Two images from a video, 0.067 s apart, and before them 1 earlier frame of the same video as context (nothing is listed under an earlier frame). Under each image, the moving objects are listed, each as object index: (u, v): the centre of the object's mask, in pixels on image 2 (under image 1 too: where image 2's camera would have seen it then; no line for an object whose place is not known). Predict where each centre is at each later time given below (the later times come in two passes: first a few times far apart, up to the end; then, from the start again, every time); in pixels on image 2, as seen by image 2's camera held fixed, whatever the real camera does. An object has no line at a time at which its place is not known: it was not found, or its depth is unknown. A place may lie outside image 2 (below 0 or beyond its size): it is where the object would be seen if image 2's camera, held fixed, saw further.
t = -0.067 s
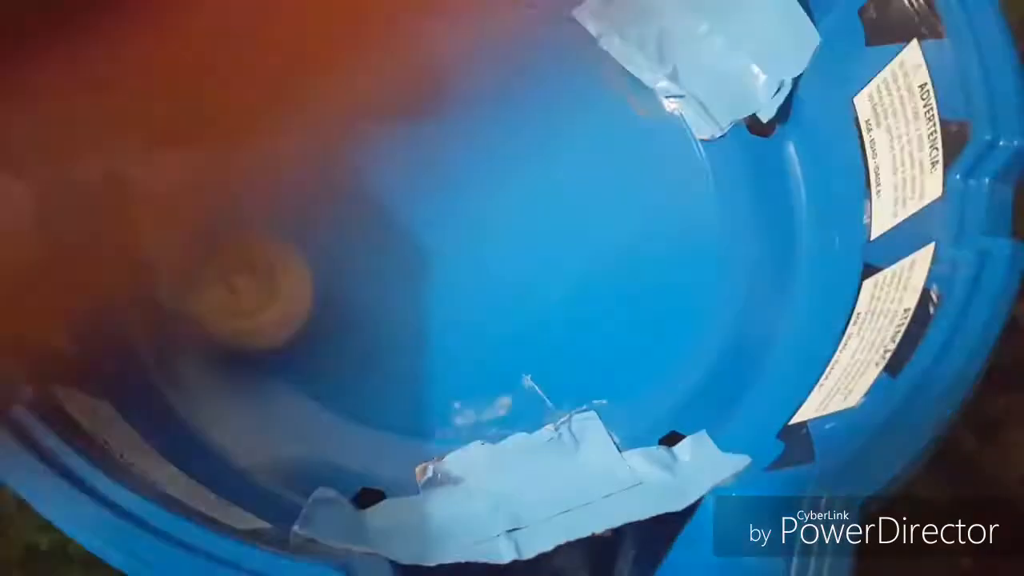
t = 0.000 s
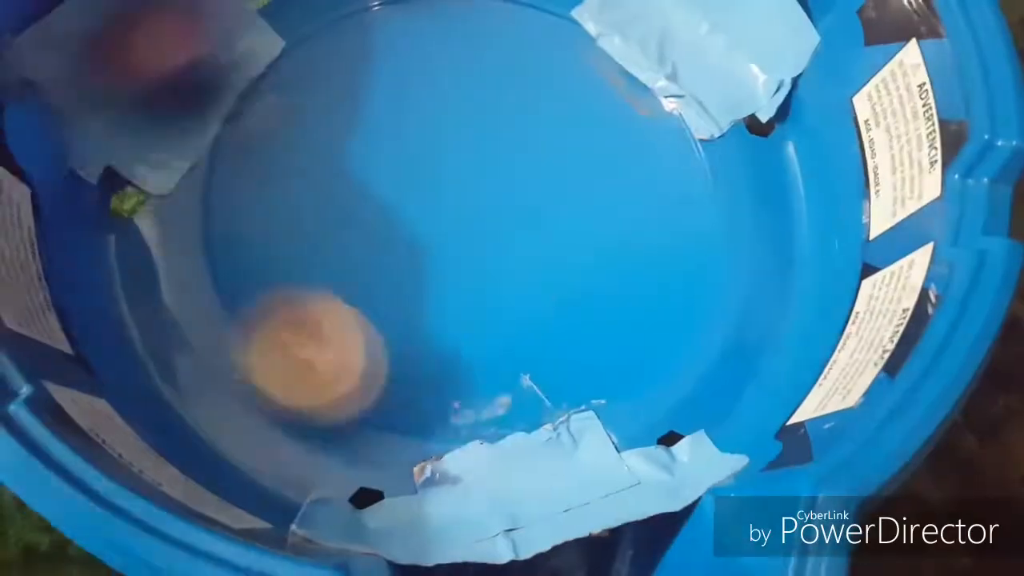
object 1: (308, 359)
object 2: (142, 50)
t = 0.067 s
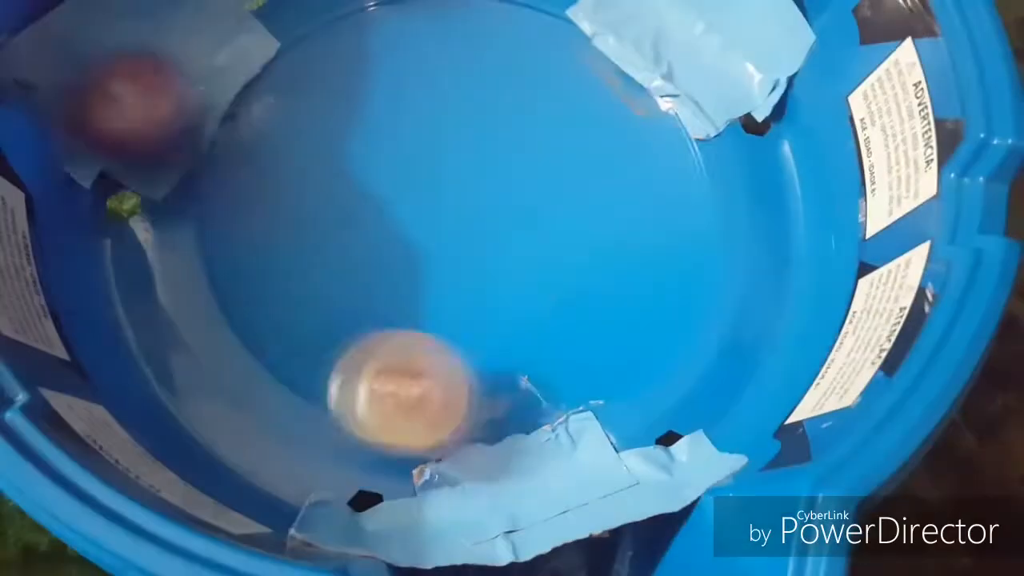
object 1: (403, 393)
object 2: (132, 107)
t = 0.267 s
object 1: (621, 281)
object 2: (269, 237)
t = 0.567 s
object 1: (527, 30)
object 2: (515, 326)
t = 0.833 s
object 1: (266, 75)
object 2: (581, 156)
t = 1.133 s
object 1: (426, 334)
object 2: (392, 77)
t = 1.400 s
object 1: (664, 212)
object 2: (359, 235)
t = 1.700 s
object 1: (519, 30)
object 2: (558, 219)
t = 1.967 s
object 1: (297, 135)
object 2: (503, 92)
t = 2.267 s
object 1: (455, 374)
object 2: (380, 194)
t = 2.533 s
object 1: (653, 229)
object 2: (518, 263)
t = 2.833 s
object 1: (490, 30)
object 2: (482, 175)
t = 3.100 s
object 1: (261, 110)
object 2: (375, 232)
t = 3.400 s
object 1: (427, 348)
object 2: (482, 234)
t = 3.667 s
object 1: (651, 220)
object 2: (456, 116)
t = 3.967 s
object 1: (526, 32)
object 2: (373, 154)
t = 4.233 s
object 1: (301, 97)
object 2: (496, 203)
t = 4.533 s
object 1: (398, 344)
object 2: (523, 124)
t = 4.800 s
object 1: (634, 268)
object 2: (439, 180)
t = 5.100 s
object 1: (548, 59)
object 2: (499, 263)
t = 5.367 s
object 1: (318, 75)
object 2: (509, 190)
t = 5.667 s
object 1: (341, 315)
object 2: (392, 166)
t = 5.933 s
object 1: (588, 283)
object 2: (395, 227)
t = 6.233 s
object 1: (578, 71)
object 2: (496, 179)
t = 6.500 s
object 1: (369, 47)
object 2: (479, 111)
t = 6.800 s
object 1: (327, 271)
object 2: (427, 168)
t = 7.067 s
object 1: (570, 383)
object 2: (481, 188)
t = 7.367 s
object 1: (628, 209)
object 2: (500, 75)
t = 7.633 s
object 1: (427, 229)
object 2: (480, 50)
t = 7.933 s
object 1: (301, 314)
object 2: (459, 159)
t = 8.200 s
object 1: (360, 314)
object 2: (470, 201)
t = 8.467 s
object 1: (377, 231)
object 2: (478, 154)
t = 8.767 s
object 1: (264, 155)
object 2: (536, 125)
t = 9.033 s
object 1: (369, 165)
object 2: (551, 152)
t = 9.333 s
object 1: (468, 71)
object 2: (533, 214)
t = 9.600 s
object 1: (460, 59)
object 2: (482, 212)
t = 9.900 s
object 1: (496, 90)
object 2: (431, 195)
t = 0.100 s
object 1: (452, 394)
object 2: (157, 129)
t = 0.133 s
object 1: (496, 383)
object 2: (177, 136)
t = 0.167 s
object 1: (539, 364)
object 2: (203, 154)
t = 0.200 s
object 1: (574, 339)
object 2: (227, 179)
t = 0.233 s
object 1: (599, 313)
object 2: (253, 206)
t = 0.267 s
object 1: (621, 281)
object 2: (269, 237)
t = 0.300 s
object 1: (637, 245)
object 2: (287, 268)
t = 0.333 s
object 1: (644, 209)
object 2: (307, 294)
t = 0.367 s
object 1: (644, 179)
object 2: (332, 314)
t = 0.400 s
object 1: (636, 146)
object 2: (362, 330)
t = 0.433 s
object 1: (622, 116)
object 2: (391, 341)
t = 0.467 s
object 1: (604, 86)
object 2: (425, 346)
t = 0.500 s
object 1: (584, 62)
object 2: (456, 343)
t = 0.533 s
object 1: (557, 42)
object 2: (488, 338)
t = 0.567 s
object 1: (527, 30)
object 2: (515, 326)
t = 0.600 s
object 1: (496, 23)
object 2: (540, 310)
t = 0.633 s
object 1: (462, 19)
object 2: (561, 291)
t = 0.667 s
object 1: (426, 16)
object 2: (577, 271)
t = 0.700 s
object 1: (385, 17)
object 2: (587, 248)
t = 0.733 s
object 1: (346, 23)
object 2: (593, 224)
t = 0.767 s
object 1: (313, 33)
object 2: (593, 200)
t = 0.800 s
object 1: (287, 48)
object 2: (589, 178)
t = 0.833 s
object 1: (266, 75)
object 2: (581, 156)
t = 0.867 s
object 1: (253, 111)
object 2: (568, 136)
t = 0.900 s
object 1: (249, 140)
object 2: (552, 117)
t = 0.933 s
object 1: (250, 177)
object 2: (533, 101)
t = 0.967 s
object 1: (261, 219)
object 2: (512, 88)
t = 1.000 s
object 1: (281, 253)
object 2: (489, 77)
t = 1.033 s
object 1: (309, 281)
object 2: (465, 71)
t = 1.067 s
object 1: (345, 306)
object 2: (440, 69)
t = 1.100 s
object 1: (384, 325)
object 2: (414, 71)
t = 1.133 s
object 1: (426, 334)
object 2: (392, 77)
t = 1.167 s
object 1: (466, 334)
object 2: (370, 88)
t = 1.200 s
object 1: (507, 329)
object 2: (352, 104)
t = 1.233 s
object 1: (541, 322)
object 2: (339, 123)
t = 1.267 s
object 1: (576, 307)
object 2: (331, 144)
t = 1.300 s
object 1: (607, 287)
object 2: (329, 168)
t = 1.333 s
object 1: (632, 265)
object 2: (334, 193)
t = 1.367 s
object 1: (650, 241)
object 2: (344, 215)
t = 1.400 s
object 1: (664, 212)
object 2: (359, 235)
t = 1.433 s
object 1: (669, 185)
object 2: (380, 252)
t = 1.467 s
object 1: (669, 158)
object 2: (403, 263)
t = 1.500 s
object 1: (662, 130)
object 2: (429, 270)
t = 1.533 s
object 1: (651, 103)
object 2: (455, 271)
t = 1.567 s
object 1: (633, 80)
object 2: (481, 268)
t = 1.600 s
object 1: (611, 58)
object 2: (506, 261)
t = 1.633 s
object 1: (582, 42)
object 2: (527, 250)
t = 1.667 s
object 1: (553, 34)
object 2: (544, 236)
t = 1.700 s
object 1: (519, 30)
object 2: (558, 219)
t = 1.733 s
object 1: (483, 28)
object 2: (567, 200)
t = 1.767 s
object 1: (448, 29)
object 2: (571, 181)
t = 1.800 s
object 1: (417, 33)
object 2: (571, 162)
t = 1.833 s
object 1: (384, 42)
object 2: (565, 145)
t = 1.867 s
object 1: (355, 58)
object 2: (555, 126)
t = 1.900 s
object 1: (330, 83)
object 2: (541, 112)
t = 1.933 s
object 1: (313, 104)
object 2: (524, 99)
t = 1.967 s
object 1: (297, 135)
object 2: (503, 92)
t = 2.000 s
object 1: (288, 172)
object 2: (482, 87)
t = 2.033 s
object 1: (290, 212)
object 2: (460, 88)
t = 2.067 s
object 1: (296, 248)
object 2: (439, 93)
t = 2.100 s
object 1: (308, 275)
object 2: (419, 102)
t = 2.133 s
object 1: (327, 305)
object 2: (403, 116)
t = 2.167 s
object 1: (353, 333)
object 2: (390, 134)
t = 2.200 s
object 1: (385, 355)
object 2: (381, 153)
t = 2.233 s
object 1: (418, 367)
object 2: (379, 173)
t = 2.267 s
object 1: (455, 374)
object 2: (380, 194)
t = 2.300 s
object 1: (494, 375)
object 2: (387, 215)
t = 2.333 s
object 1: (529, 366)
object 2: (398, 234)
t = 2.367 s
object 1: (564, 352)
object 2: (414, 250)
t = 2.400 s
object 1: (589, 337)
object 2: (433, 261)
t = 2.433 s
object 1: (616, 313)
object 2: (453, 268)
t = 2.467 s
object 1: (634, 290)
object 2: (477, 272)
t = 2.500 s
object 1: (647, 261)
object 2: (499, 269)
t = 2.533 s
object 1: (653, 229)
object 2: (518, 263)
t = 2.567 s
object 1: (653, 204)
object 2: (536, 253)
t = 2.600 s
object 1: (645, 170)
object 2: (548, 240)
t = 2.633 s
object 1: (635, 144)
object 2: (552, 228)
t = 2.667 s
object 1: (622, 116)
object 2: (549, 218)
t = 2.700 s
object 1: (601, 89)
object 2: (541, 206)
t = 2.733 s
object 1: (579, 67)
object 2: (531, 195)
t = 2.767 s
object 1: (550, 47)
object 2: (517, 186)
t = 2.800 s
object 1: (524, 38)
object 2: (499, 179)
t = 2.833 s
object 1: (490, 30)
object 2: (482, 175)
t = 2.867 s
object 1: (456, 26)
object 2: (464, 174)
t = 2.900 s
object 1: (422, 25)
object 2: (445, 176)
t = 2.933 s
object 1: (385, 29)
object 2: (427, 180)
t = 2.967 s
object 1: (355, 32)
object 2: (410, 186)
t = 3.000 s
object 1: (324, 41)
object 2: (397, 196)
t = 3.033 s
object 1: (297, 57)
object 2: (386, 206)
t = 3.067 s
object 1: (278, 76)
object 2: (378, 219)
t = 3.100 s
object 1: (261, 110)
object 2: (375, 232)
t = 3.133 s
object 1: (251, 146)
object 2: (376, 245)
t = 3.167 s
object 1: (247, 177)
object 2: (382, 258)
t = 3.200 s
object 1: (252, 215)
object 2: (392, 267)
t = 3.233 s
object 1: (268, 250)
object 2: (407, 273)
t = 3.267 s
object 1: (289, 281)
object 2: (424, 274)
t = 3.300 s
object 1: (318, 305)
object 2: (441, 270)
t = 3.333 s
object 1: (349, 329)
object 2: (456, 261)
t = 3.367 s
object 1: (389, 344)
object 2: (471, 249)
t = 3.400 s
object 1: (427, 348)
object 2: (482, 234)
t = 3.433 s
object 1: (466, 351)
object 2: (489, 219)
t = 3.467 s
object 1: (504, 343)
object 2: (493, 202)
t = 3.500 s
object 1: (538, 333)
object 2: (493, 186)
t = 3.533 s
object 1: (571, 316)
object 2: (491, 169)
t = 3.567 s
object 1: (597, 298)
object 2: (486, 153)
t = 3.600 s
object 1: (622, 273)
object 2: (478, 139)
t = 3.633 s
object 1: (639, 249)
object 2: (468, 127)
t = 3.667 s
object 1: (651, 220)
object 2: (456, 116)
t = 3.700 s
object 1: (656, 195)
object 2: (444, 108)
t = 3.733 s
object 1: (655, 165)
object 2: (432, 102)
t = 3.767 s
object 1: (650, 139)
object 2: (416, 100)
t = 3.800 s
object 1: (639, 113)
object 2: (402, 100)
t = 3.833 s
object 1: (624, 89)
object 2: (390, 105)
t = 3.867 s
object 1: (604, 68)
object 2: (379, 113)
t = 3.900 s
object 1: (579, 49)
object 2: (372, 125)
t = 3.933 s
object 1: (554, 39)
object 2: (370, 139)
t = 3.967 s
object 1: (526, 32)
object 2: (373, 154)
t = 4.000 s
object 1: (494, 28)
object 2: (379, 167)
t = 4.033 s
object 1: (461, 26)
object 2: (392, 181)
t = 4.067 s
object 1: (430, 28)
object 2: (407, 193)
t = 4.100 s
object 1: (396, 33)
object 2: (423, 201)
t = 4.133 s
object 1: (369, 39)
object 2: (442, 206)
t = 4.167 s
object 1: (341, 52)
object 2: (461, 208)
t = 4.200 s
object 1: (321, 70)
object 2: (479, 207)
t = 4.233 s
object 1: (301, 97)
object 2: (496, 203)
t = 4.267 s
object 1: (286, 125)
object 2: (511, 198)
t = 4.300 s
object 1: (278, 153)
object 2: (524, 190)
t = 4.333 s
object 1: (277, 190)
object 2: (534, 180)
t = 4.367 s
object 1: (283, 220)
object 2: (541, 169)
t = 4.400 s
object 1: (295, 256)
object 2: (544, 159)
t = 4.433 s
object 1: (314, 287)
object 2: (545, 148)
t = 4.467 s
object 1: (337, 308)
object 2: (541, 137)
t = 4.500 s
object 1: (366, 332)
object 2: (534, 130)
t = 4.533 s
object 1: (398, 344)
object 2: (523, 124)
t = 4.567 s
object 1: (434, 355)
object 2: (510, 121)
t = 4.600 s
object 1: (470, 357)
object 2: (497, 122)
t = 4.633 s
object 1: (506, 355)
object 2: (483, 125)
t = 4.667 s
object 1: (540, 344)
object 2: (471, 133)
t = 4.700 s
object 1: (568, 332)
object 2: (459, 142)
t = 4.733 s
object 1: (595, 312)
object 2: (450, 153)
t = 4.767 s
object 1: (617, 292)
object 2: (444, 165)
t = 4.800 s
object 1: (634, 268)
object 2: (439, 180)
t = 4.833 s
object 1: (646, 241)
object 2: (437, 194)
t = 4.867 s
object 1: (651, 217)
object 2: (438, 209)
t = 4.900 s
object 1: (651, 186)
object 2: (442, 221)
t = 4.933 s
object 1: (645, 161)
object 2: (447, 233)
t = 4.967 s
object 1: (631, 137)
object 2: (455, 244)
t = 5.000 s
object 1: (617, 114)
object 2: (465, 253)
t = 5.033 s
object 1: (595, 93)
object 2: (475, 260)
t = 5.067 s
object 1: (572, 74)
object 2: (487, 262)
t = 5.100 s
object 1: (548, 59)
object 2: (499, 263)
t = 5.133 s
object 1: (519, 46)
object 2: (510, 260)
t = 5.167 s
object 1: (491, 41)
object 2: (519, 254)
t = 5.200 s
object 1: (457, 38)
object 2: (525, 245)
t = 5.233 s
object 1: (428, 38)
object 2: (528, 234)
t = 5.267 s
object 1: (395, 41)
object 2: (528, 222)
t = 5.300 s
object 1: (369, 47)
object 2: (524, 211)
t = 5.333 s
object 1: (340, 59)
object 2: (517, 200)
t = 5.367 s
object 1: (318, 75)
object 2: (509, 190)
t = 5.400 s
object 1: (298, 99)
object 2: (498, 181)
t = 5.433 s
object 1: (283, 120)
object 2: (486, 173)
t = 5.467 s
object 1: (270, 149)
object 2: (472, 168)
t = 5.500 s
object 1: (265, 177)
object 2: (459, 162)
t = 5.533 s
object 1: (268, 213)
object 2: (445, 160)
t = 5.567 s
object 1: (277, 239)
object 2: (431, 159)
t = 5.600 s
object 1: (292, 271)
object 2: (417, 160)
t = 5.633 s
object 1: (314, 291)
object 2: (404, 162)
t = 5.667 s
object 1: (341, 315)
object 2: (392, 166)
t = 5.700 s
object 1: (373, 328)
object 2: (383, 172)
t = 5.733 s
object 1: (405, 339)
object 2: (376, 178)
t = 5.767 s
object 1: (440, 341)
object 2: (371, 186)
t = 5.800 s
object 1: (475, 340)
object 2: (368, 195)
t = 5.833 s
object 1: (508, 332)
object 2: (371, 204)
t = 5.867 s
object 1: (540, 318)
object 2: (376, 214)
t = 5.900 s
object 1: (565, 302)
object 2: (384, 221)
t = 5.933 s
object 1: (588, 283)
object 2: (395, 227)
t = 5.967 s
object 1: (608, 259)
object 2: (408, 229)
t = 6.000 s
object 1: (621, 237)
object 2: (421, 230)
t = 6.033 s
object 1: (629, 210)
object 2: (435, 227)
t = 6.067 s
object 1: (632, 185)
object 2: (448, 223)
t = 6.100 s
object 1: (631, 159)
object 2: (461, 217)
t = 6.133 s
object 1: (623, 134)
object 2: (472, 209)
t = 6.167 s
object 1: (613, 113)
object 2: (482, 200)
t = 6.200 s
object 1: (596, 92)
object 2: (490, 190)
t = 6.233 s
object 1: (578, 71)
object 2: (496, 179)
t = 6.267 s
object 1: (559, 56)
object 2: (500, 169)
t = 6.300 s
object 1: (533, 43)
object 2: (503, 159)
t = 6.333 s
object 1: (508, 37)
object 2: (503, 148)
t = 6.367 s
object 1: (482, 33)
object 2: (501, 138)
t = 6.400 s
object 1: (451, 32)
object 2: (498, 130)
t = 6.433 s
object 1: (424, 34)
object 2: (493, 122)
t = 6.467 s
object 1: (394, 38)
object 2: (487, 116)
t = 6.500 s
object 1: (369, 47)
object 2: (479, 111)
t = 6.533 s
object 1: (348, 57)
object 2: (470, 109)
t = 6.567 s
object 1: (326, 80)
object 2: (460, 110)
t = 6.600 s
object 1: (311, 100)
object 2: (451, 113)
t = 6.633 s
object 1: (298, 126)
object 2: (443, 119)
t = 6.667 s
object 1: (292, 154)
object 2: (437, 125)
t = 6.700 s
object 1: (292, 185)
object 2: (432, 134)
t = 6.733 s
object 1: (298, 215)
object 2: (429, 145)
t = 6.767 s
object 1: (309, 242)
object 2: (427, 156)
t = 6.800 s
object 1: (327, 271)
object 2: (427, 168)
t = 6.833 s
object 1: (349, 291)
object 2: (429, 180)
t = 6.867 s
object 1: (375, 312)
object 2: (433, 192)
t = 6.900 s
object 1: (403, 324)
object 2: (439, 203)
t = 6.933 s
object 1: (435, 333)
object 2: (447, 212)
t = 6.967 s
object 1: (467, 337)
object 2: (456, 221)
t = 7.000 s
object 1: (502, 335)
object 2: (465, 228)
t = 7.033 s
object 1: (537, 360)
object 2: (475, 216)
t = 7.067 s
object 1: (570, 383)
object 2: (481, 188)
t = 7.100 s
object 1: (603, 374)
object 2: (485, 169)
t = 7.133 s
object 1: (633, 353)
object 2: (487, 156)
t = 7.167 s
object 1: (651, 329)
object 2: (488, 144)
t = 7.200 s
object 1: (660, 304)
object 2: (489, 132)
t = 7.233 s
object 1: (663, 277)
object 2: (492, 120)
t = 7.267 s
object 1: (661, 254)
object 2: (494, 108)
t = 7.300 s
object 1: (655, 234)
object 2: (497, 97)
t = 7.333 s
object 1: (644, 218)
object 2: (499, 85)
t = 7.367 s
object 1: (628, 209)
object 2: (500, 75)
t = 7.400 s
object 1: (604, 204)
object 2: (502, 65)
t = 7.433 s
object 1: (579, 203)
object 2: (504, 55)
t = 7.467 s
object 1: (554, 202)
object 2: (503, 47)
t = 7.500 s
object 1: (528, 205)
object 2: (501, 43)
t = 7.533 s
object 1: (503, 210)
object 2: (498, 41)
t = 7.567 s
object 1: (475, 216)
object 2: (493, 41)
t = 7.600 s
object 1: (451, 222)
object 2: (486, 45)
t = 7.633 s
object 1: (427, 229)
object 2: (480, 50)
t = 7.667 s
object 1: (406, 235)
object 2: (477, 61)
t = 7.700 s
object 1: (385, 244)
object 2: (474, 73)
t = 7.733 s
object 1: (366, 252)
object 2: (471, 84)
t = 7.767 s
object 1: (349, 260)
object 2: (470, 97)
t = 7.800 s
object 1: (335, 269)
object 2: (469, 109)
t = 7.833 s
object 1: (321, 281)
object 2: (466, 122)
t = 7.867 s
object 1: (308, 293)
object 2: (464, 134)
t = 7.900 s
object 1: (301, 304)
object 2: (461, 146)
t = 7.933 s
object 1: (301, 314)
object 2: (459, 159)
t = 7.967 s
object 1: (309, 325)
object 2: (456, 170)
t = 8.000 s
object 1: (324, 329)
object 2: (452, 181)
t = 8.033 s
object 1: (342, 327)
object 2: (448, 193)
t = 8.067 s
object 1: (359, 319)
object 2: (445, 205)
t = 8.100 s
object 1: (373, 308)
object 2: (441, 213)
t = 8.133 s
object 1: (366, 311)
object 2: (453, 211)
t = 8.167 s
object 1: (362, 314)
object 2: (464, 207)
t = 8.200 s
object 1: (360, 314)
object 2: (470, 201)
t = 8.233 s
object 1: (360, 313)
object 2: (474, 197)
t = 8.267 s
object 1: (362, 308)
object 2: (480, 190)
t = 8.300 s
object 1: (366, 301)
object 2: (481, 183)
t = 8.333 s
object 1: (370, 292)
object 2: (483, 177)
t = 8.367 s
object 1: (374, 281)
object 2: (484, 169)
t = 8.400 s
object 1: (376, 266)
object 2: (482, 164)
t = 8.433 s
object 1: (377, 249)
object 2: (481, 160)
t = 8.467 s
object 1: (377, 231)
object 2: (478, 154)
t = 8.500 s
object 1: (376, 212)
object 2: (473, 151)
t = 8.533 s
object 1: (365, 198)
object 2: (480, 144)
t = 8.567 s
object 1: (345, 186)
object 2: (489, 138)
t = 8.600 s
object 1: (328, 177)
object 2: (497, 136)
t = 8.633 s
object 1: (311, 169)
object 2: (503, 131)
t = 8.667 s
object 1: (295, 162)
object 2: (512, 129)
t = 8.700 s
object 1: (282, 157)
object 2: (521, 126)
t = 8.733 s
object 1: (271, 155)
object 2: (527, 126)
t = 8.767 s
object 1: (264, 155)
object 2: (536, 125)
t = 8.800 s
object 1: (262, 158)
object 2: (542, 127)
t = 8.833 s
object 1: (265, 162)
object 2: (550, 129)
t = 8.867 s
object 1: (274, 167)
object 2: (553, 132)
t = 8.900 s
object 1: (290, 170)
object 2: (556, 136)
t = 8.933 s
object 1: (309, 172)
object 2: (557, 137)
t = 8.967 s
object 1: (329, 171)
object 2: (557, 143)
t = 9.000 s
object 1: (350, 169)
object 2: (554, 146)
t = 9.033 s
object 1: (369, 165)
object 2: (551, 152)
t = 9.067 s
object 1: (388, 159)
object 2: (545, 159)
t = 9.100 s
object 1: (408, 151)
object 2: (538, 166)
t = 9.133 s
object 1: (424, 142)
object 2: (539, 174)
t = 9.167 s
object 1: (429, 130)
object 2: (542, 186)
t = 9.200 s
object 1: (438, 118)
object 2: (542, 193)
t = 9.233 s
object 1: (447, 105)
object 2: (541, 195)
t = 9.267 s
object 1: (455, 94)
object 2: (543, 199)
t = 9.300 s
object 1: (462, 82)
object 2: (539, 208)
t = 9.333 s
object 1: (468, 71)
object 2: (533, 214)
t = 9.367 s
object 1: (470, 61)
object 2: (526, 216)
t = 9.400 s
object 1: (472, 51)
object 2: (521, 218)
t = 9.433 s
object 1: (472, 46)
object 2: (514, 220)
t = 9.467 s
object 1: (470, 43)
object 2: (506, 221)
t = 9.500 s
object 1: (468, 42)
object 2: (496, 220)
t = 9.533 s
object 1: (464, 44)
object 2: (491, 217)
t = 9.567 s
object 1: (462, 49)
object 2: (485, 215)
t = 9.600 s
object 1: (460, 59)
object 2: (482, 212)
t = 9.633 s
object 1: (460, 74)
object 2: (475, 207)
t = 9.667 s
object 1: (463, 89)
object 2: (472, 202)
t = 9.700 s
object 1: (469, 90)
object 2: (464, 207)
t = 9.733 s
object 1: (476, 86)
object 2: (459, 210)
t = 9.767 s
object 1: (482, 84)
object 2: (449, 207)
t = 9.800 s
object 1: (487, 84)
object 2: (445, 203)
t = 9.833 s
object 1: (490, 84)
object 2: (440, 201)
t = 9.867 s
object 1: (494, 86)
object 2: (434, 197)
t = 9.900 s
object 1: (496, 90)
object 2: (431, 195)
